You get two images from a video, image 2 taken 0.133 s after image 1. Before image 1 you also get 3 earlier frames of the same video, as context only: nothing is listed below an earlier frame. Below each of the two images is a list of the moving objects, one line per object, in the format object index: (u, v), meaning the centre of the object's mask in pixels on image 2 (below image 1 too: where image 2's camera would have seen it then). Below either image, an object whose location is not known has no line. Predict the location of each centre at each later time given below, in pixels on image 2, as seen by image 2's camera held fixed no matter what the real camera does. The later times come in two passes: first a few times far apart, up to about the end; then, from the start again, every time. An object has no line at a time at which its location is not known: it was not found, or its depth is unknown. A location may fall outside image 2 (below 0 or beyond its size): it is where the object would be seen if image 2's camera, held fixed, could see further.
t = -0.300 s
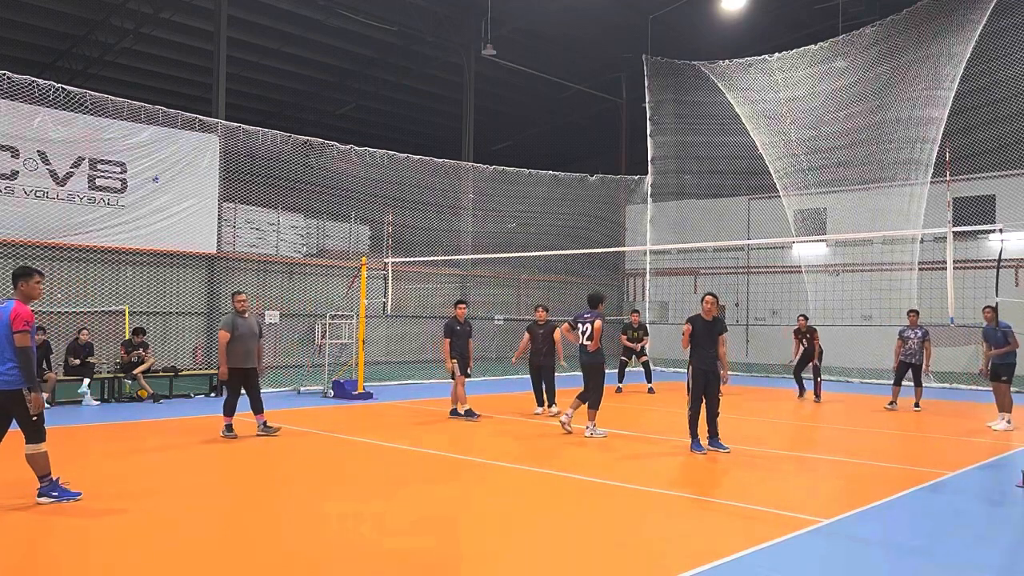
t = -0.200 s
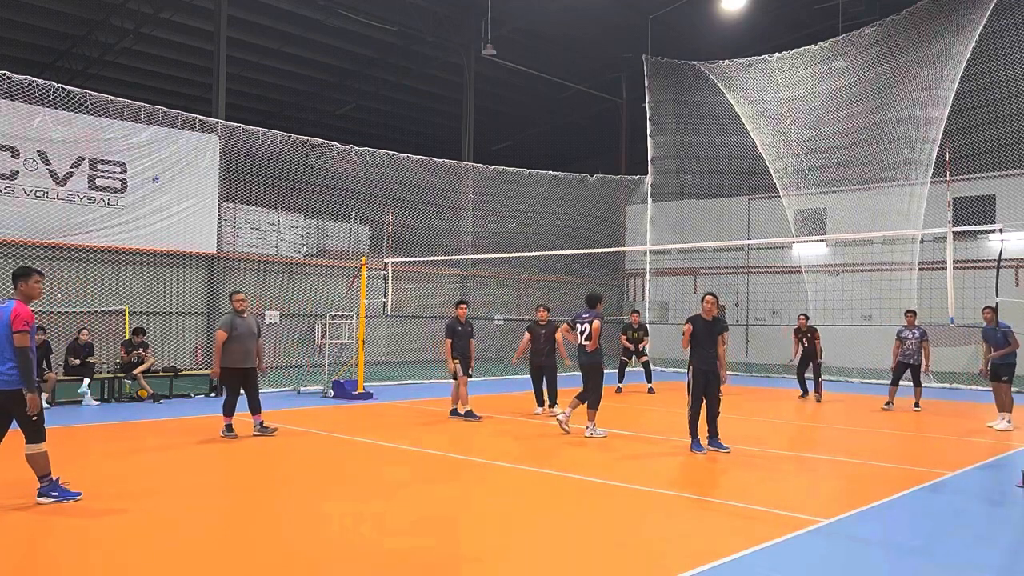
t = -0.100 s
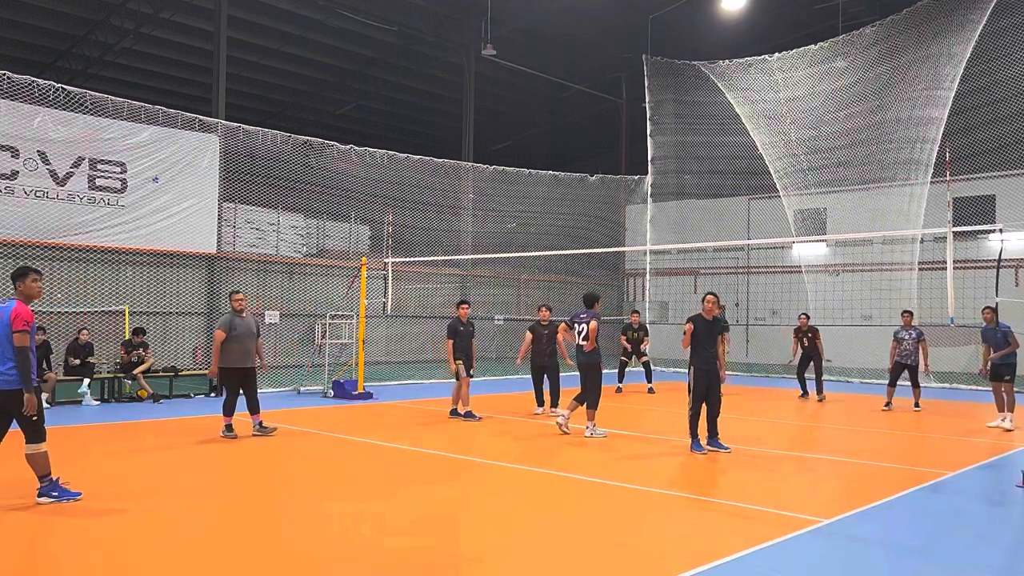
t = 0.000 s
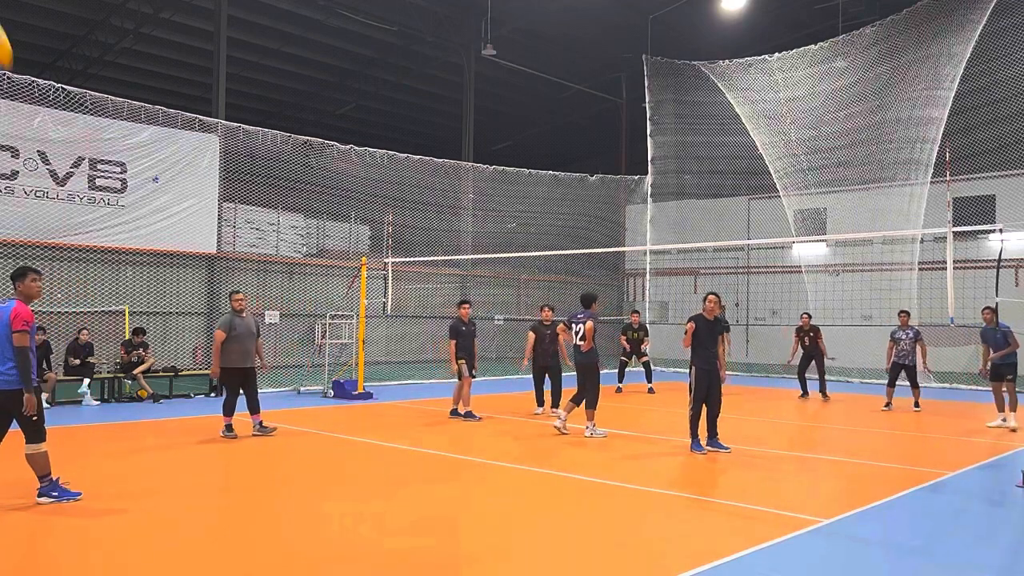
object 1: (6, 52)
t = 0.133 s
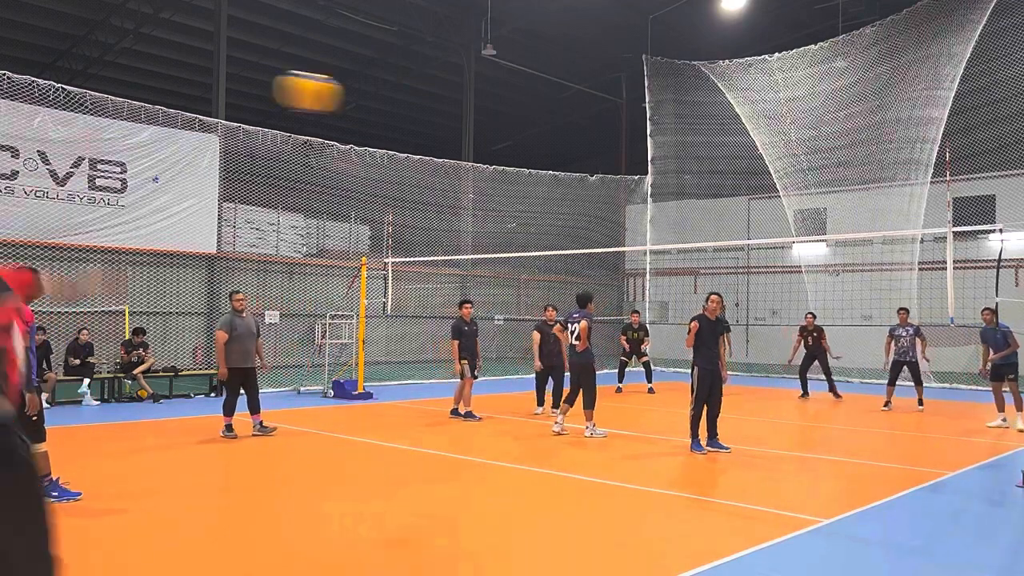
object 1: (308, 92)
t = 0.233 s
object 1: (455, 116)
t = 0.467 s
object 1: (629, 183)
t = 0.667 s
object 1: (706, 244)
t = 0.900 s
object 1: (760, 314)
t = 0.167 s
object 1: (365, 100)
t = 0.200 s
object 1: (414, 108)
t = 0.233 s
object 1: (455, 116)
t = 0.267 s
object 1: (491, 125)
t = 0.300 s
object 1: (522, 134)
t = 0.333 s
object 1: (549, 143)
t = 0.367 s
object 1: (573, 153)
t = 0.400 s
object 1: (594, 162)
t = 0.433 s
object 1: (612, 172)
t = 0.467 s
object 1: (629, 183)
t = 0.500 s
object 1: (645, 193)
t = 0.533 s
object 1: (659, 203)
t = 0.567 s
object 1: (671, 213)
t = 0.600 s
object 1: (683, 223)
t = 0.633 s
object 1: (695, 233)
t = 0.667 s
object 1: (706, 244)
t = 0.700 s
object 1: (716, 253)
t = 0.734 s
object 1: (724, 263)
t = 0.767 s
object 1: (732, 275)
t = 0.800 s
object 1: (740, 287)
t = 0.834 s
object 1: (747, 294)
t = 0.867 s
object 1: (754, 304)
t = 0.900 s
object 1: (760, 314)
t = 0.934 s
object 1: (767, 325)
